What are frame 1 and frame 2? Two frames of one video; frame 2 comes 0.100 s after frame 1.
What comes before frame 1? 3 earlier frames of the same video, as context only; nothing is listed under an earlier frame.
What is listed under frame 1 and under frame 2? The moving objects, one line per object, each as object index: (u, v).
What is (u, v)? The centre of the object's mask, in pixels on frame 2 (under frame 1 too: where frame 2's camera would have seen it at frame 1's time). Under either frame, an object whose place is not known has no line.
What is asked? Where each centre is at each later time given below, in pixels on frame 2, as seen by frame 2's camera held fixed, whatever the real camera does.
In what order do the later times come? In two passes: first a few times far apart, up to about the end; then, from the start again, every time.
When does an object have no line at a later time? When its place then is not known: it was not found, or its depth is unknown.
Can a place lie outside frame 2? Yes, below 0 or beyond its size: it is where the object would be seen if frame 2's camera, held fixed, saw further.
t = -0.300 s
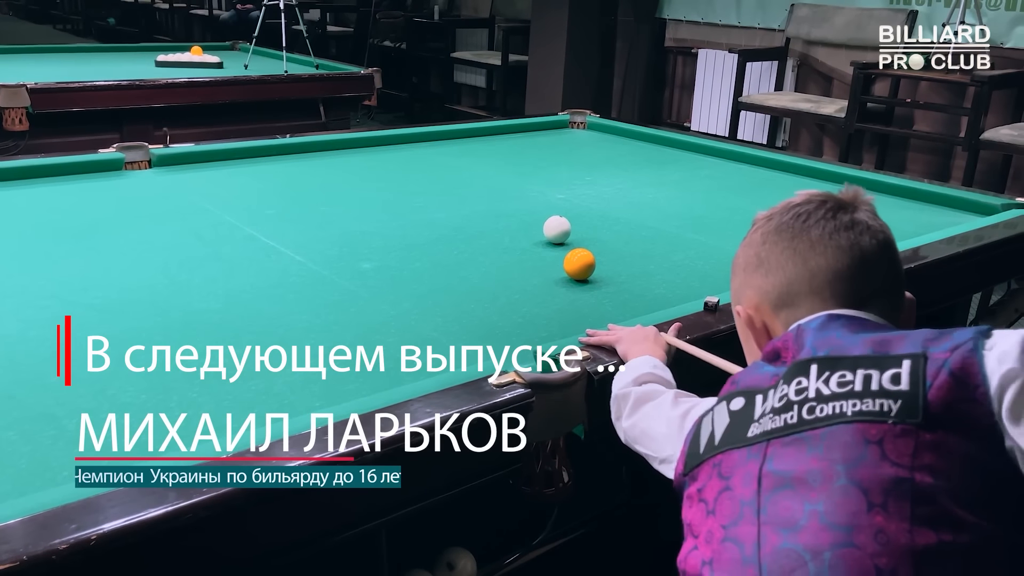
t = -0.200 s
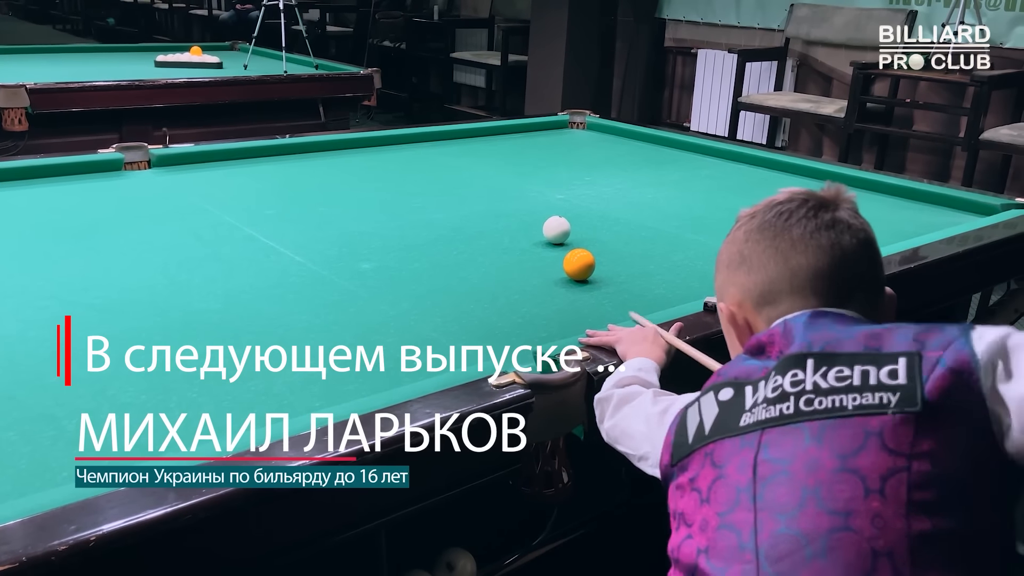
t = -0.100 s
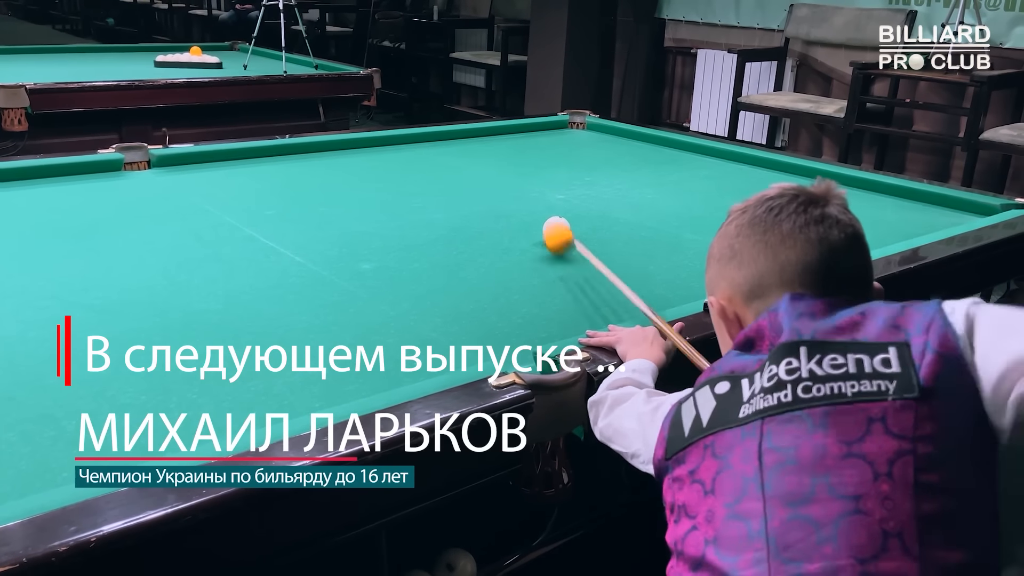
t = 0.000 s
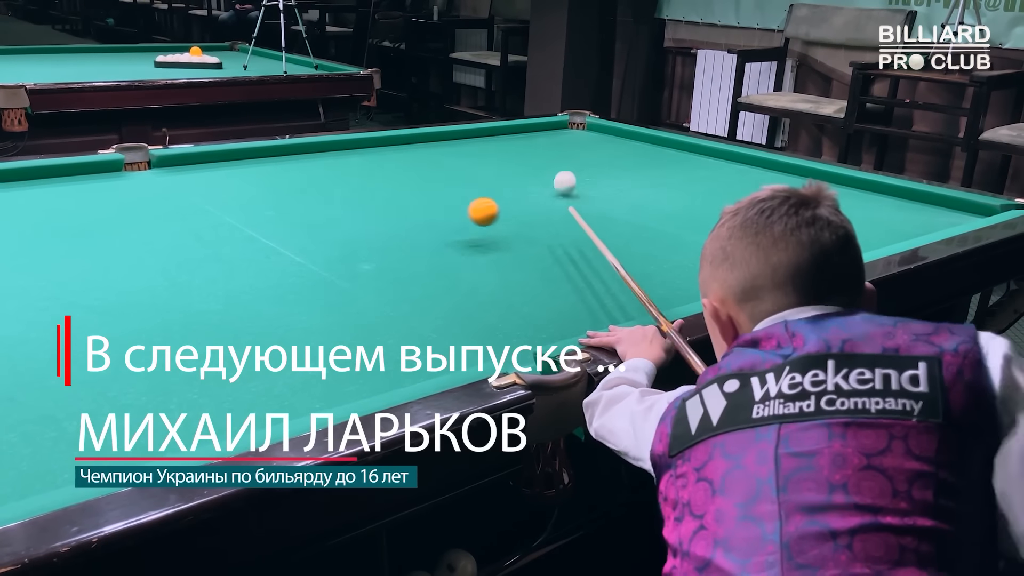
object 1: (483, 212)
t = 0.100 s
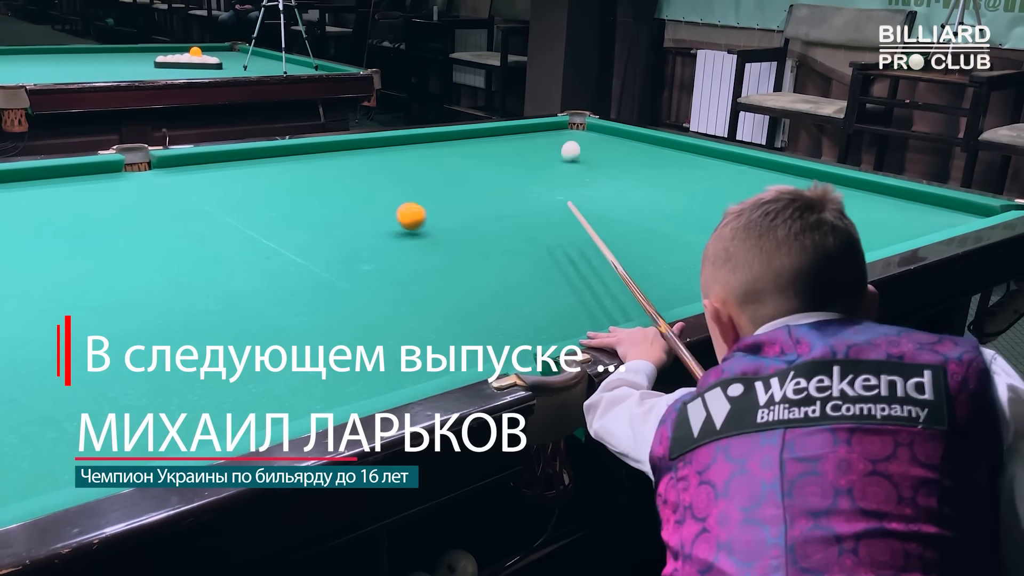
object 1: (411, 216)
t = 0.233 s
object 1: (325, 203)
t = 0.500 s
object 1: (192, 175)
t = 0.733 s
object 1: (153, 167)
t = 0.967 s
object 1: (201, 179)
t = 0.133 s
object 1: (389, 210)
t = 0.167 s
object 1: (367, 208)
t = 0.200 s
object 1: (345, 208)
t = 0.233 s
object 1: (325, 203)
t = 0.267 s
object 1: (305, 201)
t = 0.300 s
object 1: (286, 198)
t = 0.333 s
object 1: (268, 194)
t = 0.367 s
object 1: (251, 190)
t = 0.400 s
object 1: (235, 186)
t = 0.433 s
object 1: (220, 183)
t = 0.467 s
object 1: (205, 178)
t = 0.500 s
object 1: (192, 175)
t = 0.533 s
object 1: (179, 170)
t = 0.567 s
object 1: (168, 166)
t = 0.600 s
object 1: (157, 162)
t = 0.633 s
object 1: (144, 161)
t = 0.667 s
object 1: (138, 162)
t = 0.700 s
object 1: (145, 165)
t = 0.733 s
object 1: (153, 167)
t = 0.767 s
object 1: (161, 169)
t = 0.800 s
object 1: (168, 171)
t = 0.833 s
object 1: (175, 173)
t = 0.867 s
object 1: (181, 175)
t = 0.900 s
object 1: (188, 176)
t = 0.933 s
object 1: (195, 178)
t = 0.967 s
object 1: (201, 179)
